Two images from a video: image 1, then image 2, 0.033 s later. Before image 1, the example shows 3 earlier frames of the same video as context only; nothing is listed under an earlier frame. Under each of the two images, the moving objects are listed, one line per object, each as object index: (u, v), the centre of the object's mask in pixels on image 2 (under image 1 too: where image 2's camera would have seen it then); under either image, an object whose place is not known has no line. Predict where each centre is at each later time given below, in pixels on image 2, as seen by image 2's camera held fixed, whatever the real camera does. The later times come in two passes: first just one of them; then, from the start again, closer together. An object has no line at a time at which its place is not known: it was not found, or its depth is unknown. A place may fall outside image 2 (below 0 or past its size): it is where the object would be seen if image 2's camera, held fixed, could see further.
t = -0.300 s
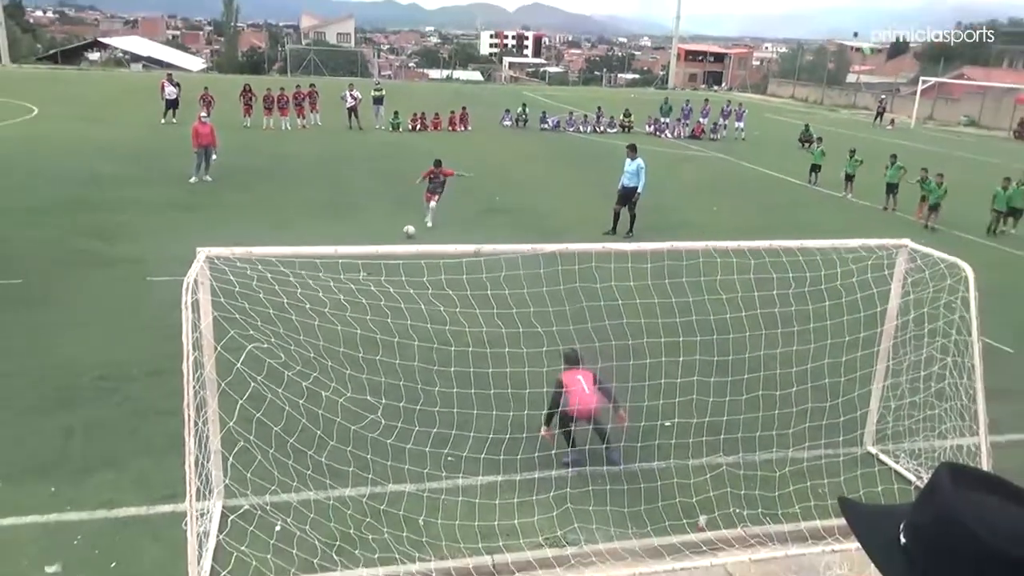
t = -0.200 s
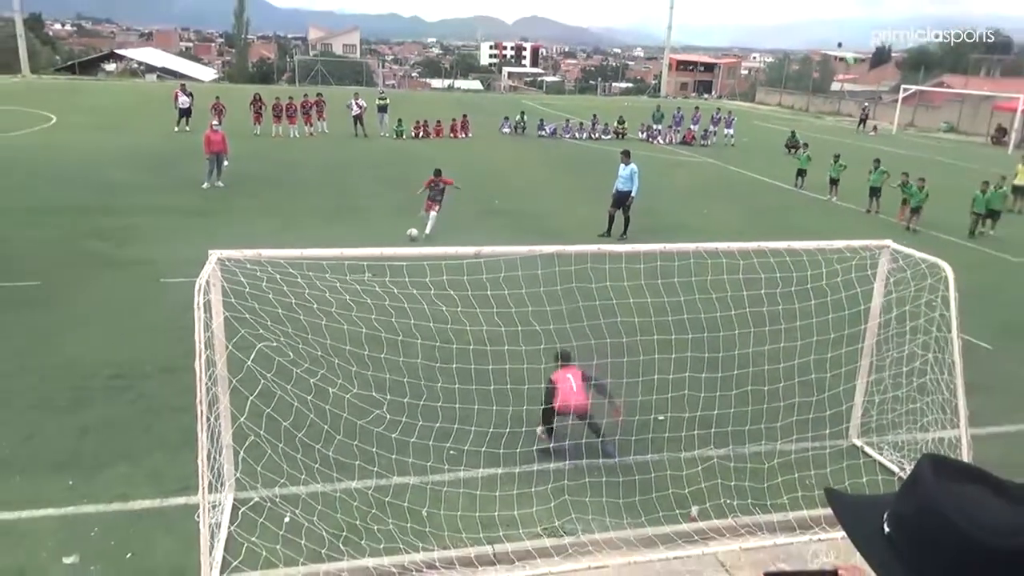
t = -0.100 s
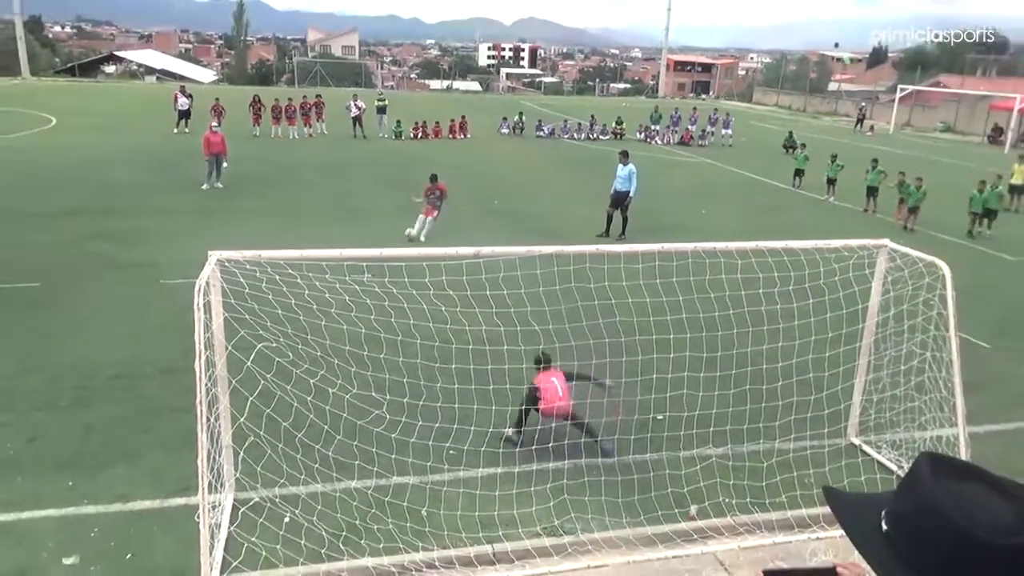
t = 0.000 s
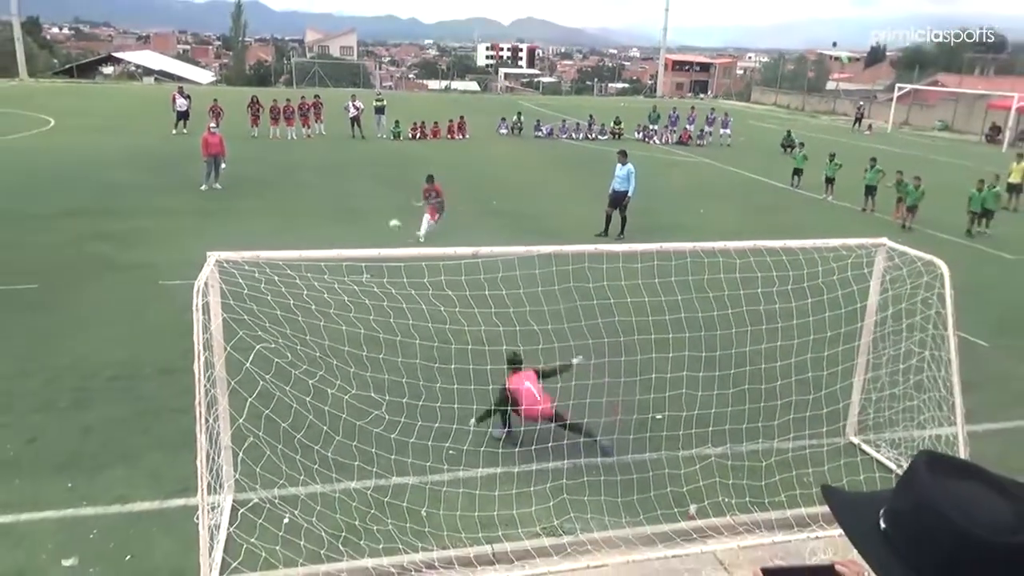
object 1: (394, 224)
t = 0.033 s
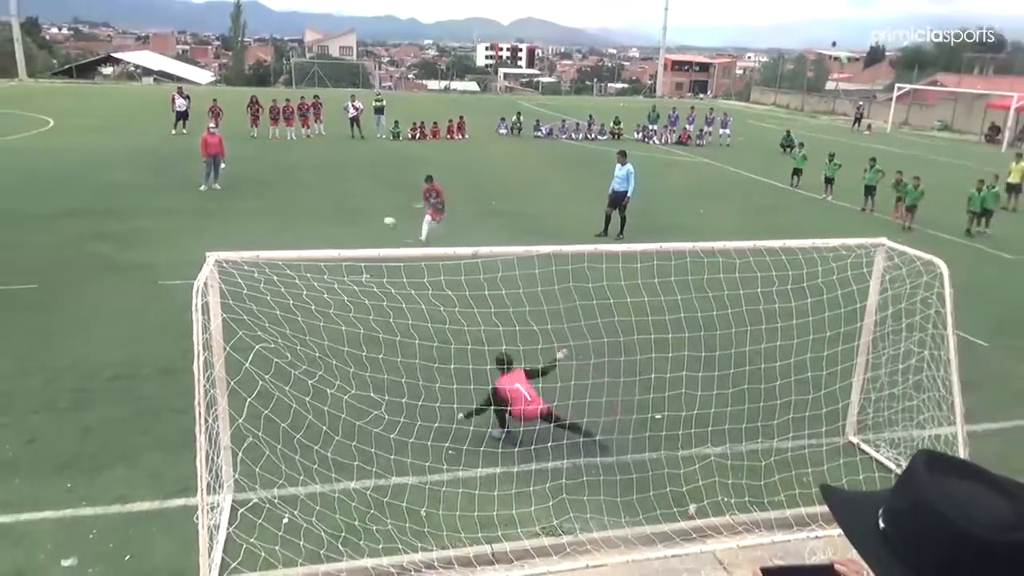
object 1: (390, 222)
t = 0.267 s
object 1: (337, 230)
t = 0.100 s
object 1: (377, 221)
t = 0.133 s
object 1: (371, 220)
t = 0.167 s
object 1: (363, 220)
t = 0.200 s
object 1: (355, 222)
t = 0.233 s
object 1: (346, 226)
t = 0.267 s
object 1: (337, 230)
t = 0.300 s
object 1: (326, 237)
